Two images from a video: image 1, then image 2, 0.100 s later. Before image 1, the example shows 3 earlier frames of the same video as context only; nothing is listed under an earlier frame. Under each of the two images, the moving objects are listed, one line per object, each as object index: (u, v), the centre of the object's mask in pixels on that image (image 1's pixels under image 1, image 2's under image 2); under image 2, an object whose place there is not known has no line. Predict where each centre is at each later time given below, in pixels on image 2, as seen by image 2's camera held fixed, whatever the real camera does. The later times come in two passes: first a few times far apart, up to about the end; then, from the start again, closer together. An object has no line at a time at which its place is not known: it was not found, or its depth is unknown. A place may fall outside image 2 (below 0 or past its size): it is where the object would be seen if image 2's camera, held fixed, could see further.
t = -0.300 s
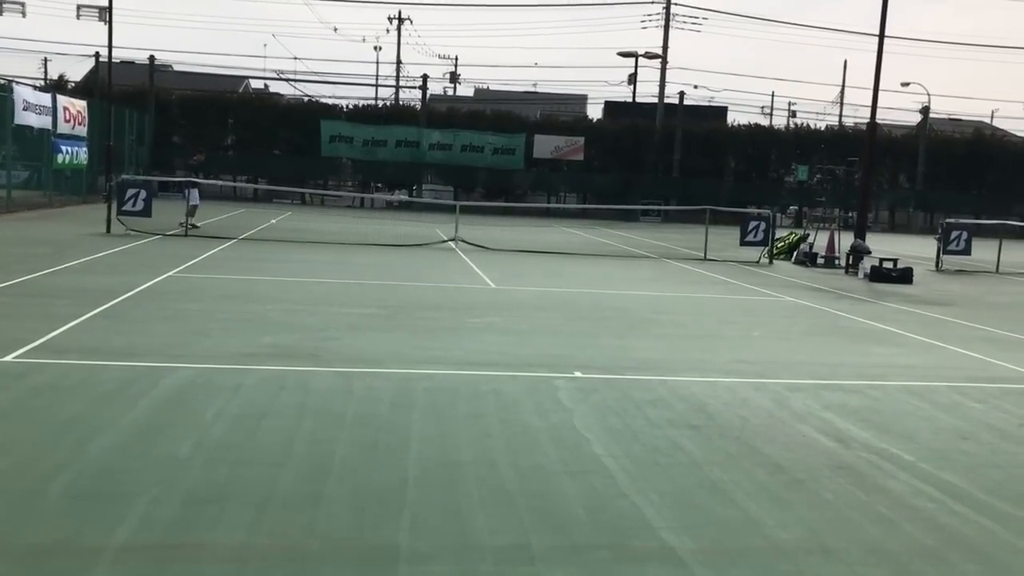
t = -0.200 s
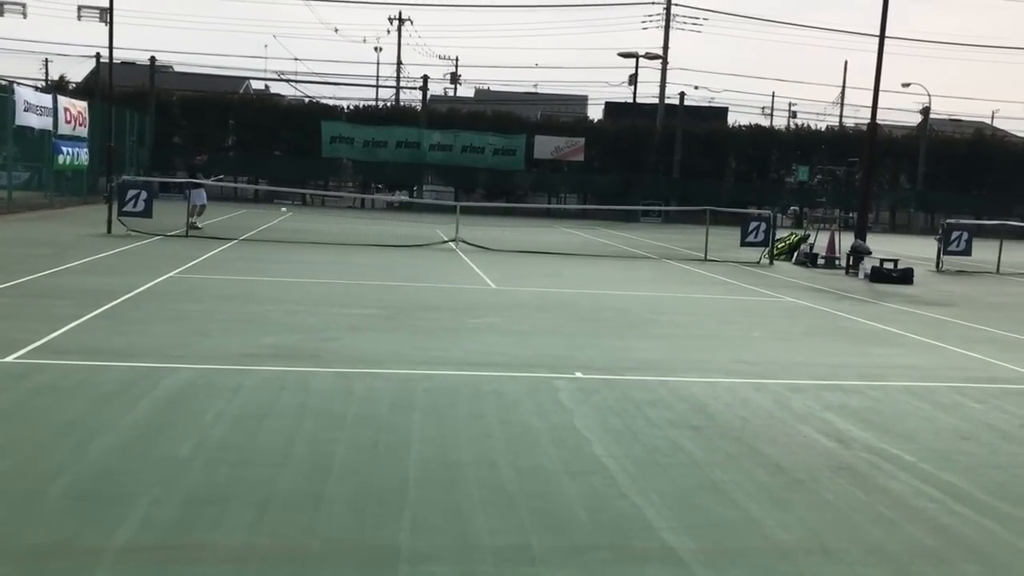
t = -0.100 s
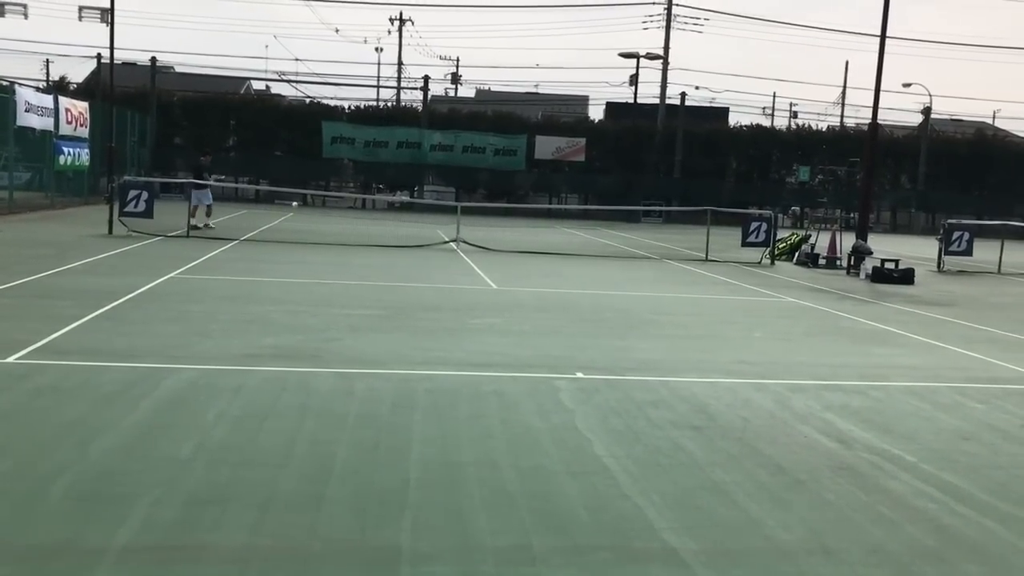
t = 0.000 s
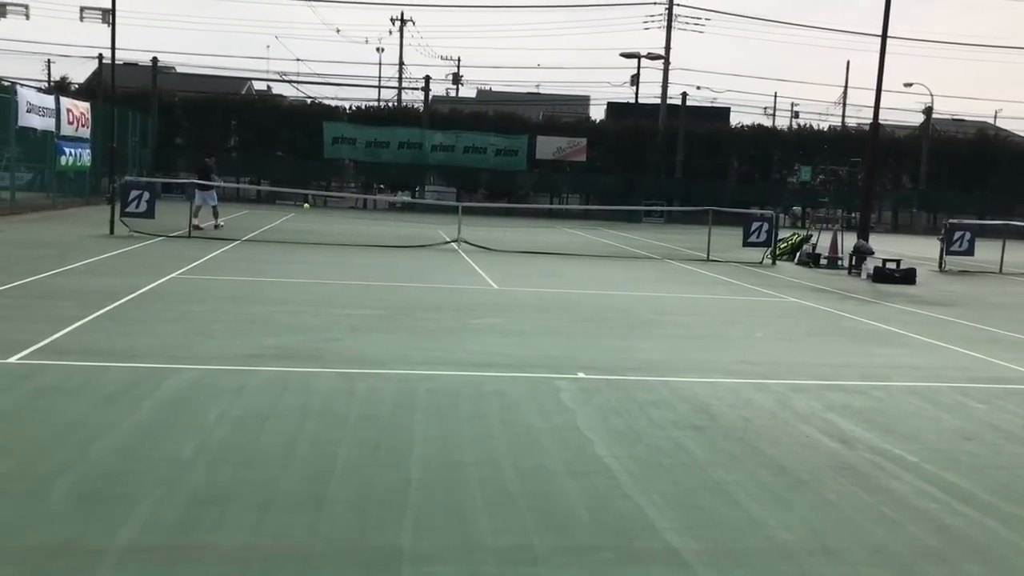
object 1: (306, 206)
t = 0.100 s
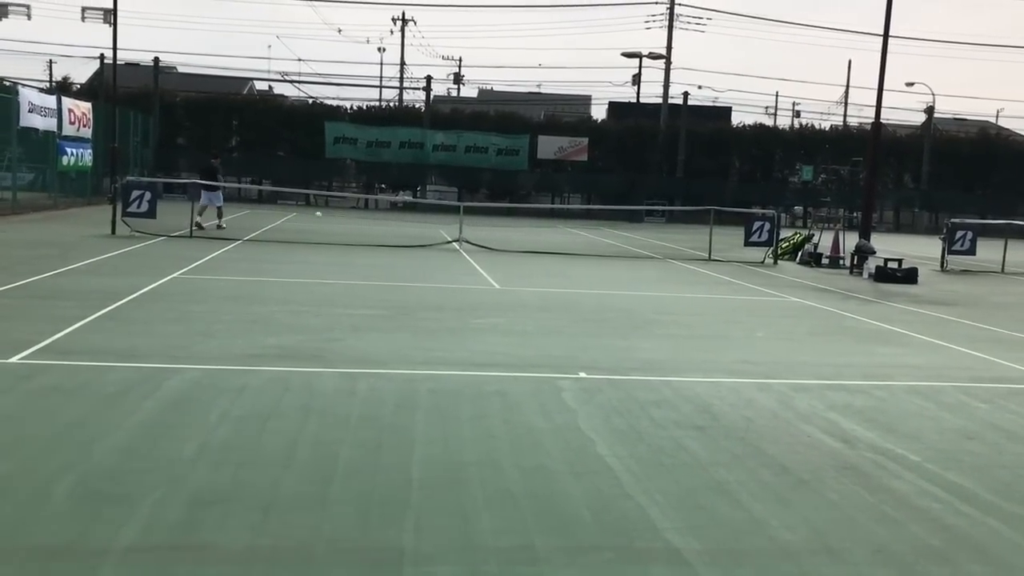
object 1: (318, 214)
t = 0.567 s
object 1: (374, 255)
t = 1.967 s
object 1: (663, 370)
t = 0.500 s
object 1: (364, 264)
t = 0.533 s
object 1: (369, 260)
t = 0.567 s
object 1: (374, 255)
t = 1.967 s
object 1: (663, 370)
